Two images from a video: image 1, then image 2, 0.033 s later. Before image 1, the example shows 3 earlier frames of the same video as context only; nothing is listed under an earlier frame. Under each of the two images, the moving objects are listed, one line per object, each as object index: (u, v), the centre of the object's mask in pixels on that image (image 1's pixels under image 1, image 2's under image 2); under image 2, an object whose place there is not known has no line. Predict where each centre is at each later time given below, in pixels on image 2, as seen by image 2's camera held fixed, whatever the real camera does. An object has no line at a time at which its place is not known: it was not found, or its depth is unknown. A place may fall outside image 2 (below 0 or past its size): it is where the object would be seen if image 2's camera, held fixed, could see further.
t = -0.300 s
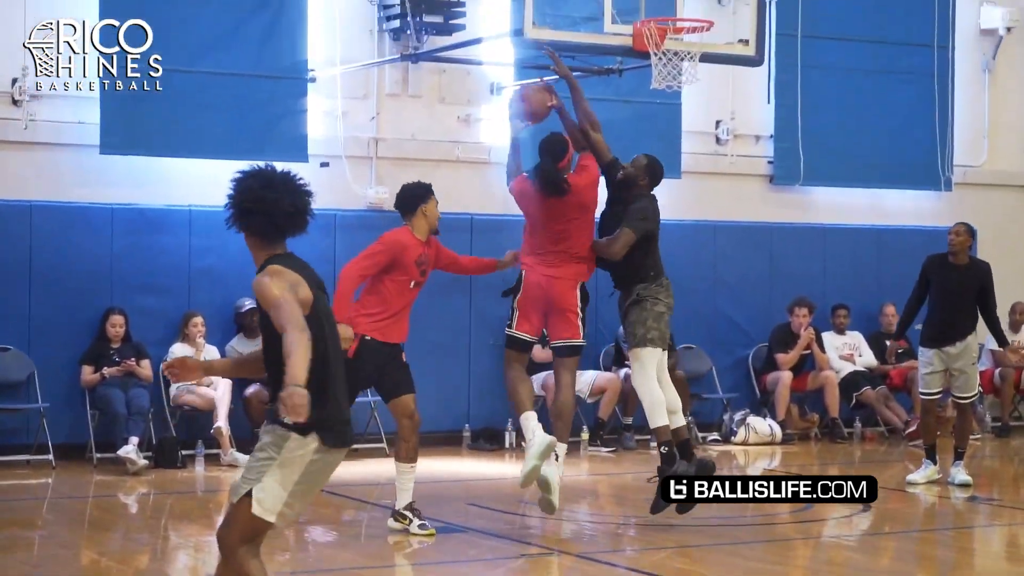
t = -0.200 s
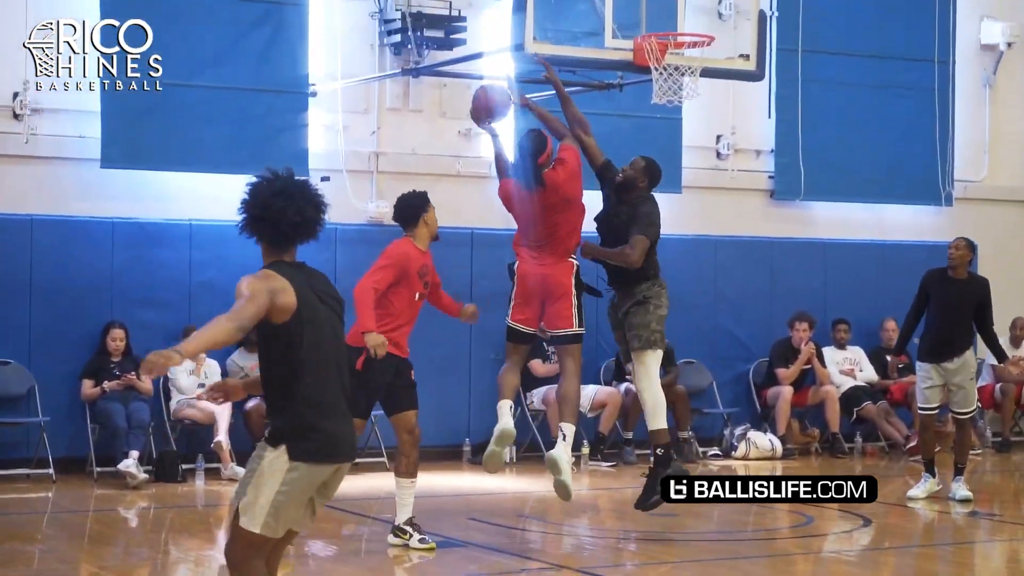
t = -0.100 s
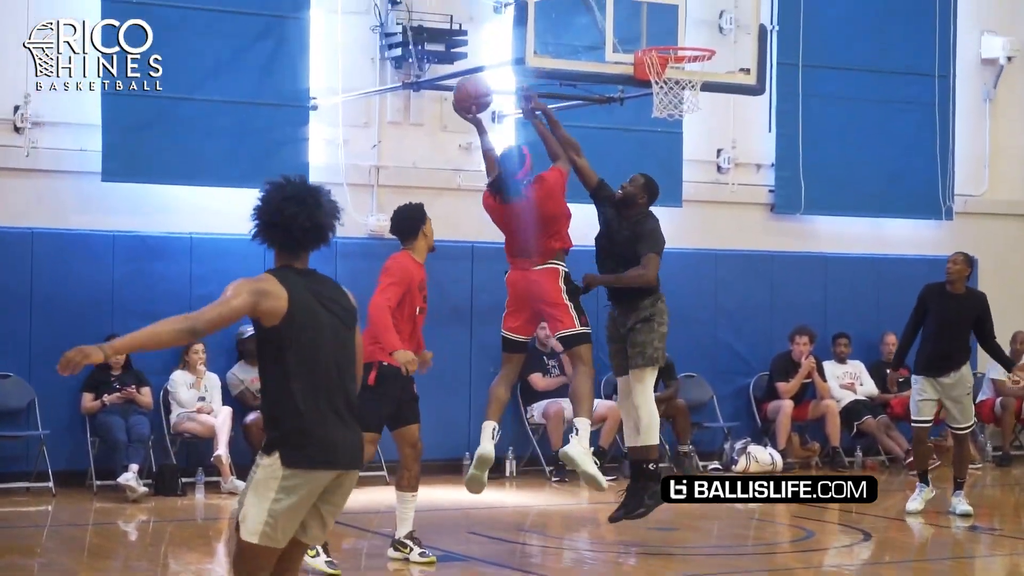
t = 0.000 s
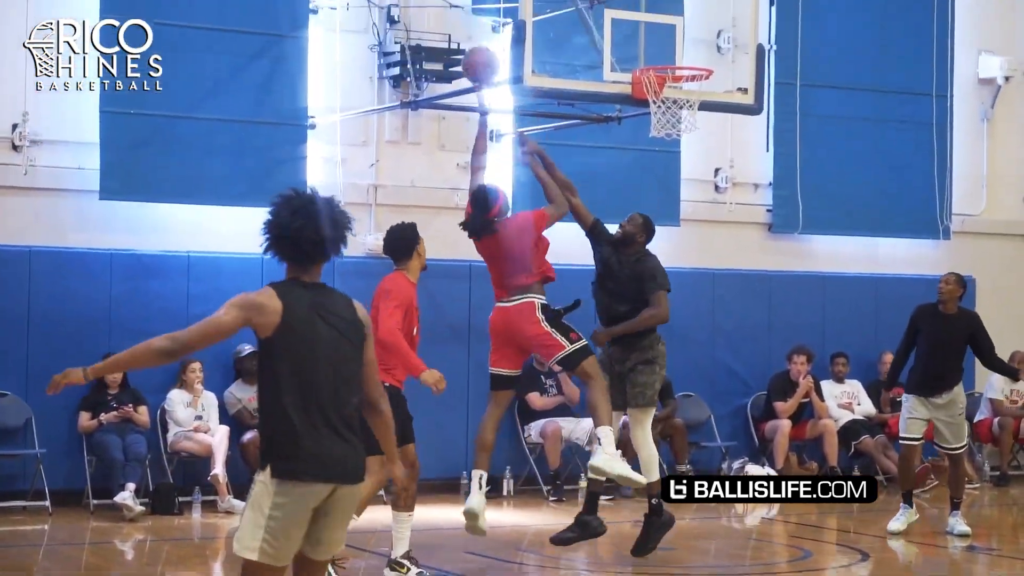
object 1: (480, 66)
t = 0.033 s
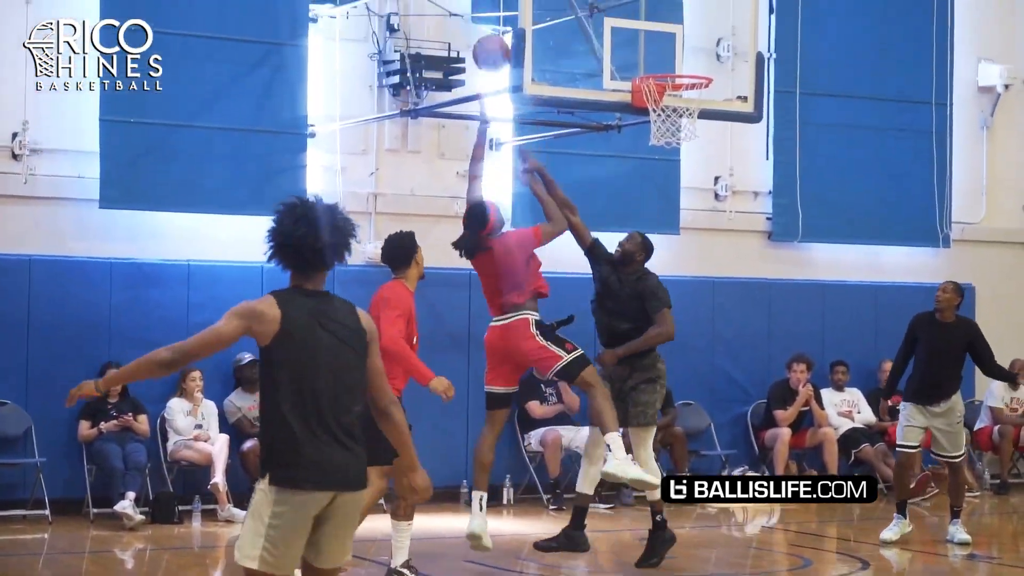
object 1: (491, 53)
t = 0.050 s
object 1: (497, 44)
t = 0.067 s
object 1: (502, 35)
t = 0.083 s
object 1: (507, 26)
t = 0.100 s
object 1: (512, 17)
